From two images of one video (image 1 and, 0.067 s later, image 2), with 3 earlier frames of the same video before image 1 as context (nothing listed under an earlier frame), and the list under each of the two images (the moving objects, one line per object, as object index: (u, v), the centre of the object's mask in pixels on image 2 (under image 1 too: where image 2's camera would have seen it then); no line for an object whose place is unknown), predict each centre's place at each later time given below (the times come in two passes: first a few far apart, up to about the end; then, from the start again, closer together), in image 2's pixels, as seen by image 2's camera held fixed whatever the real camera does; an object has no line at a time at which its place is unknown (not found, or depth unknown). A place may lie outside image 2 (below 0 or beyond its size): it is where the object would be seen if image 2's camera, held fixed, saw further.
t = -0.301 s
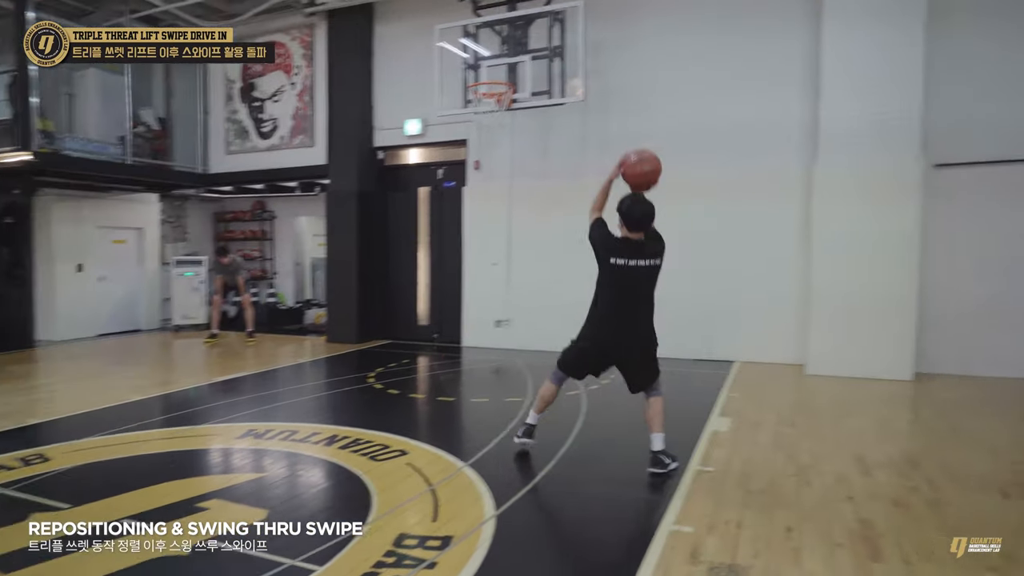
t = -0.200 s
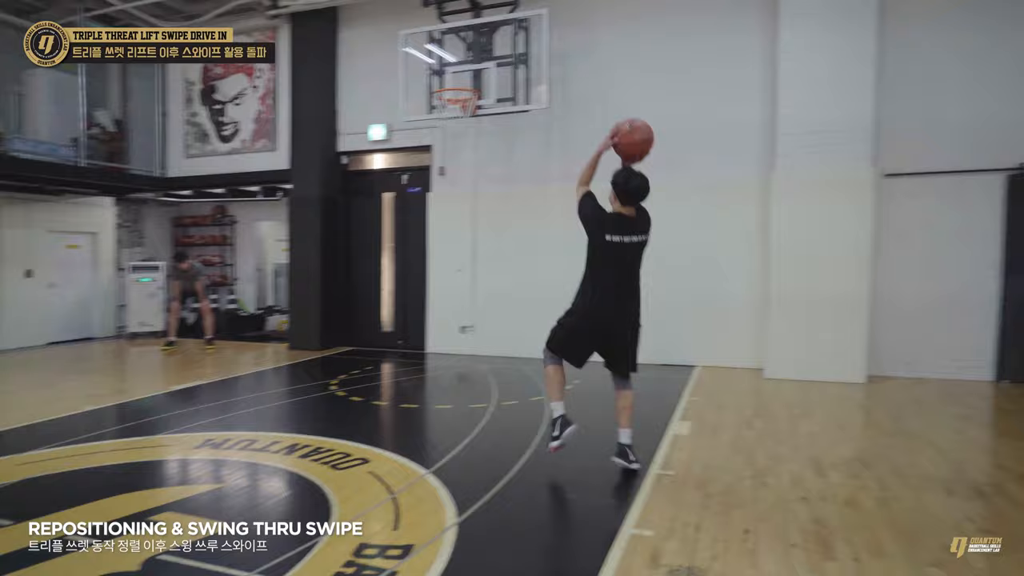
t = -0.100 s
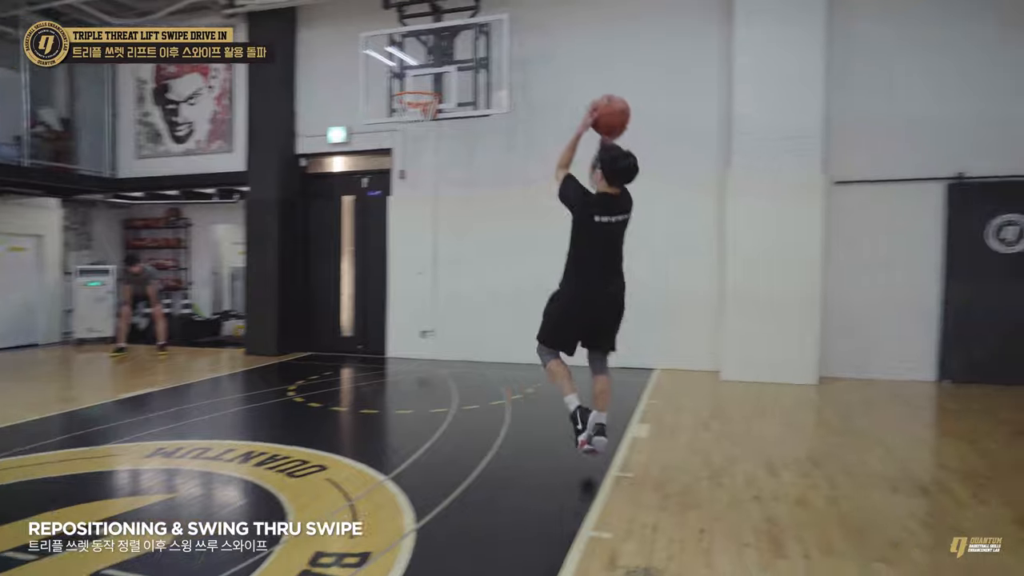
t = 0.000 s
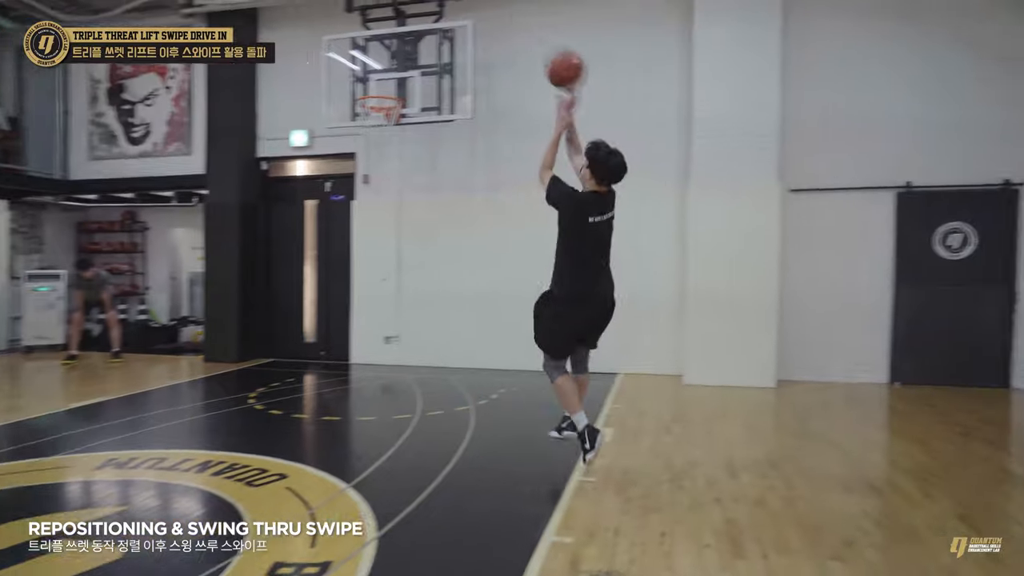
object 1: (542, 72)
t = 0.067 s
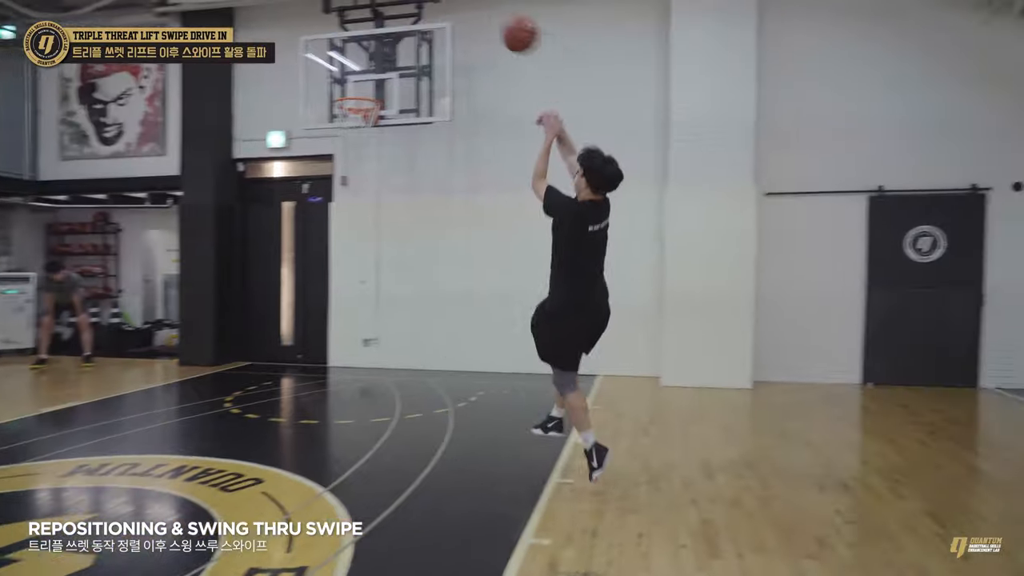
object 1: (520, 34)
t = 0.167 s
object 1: (490, 4)
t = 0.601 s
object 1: (394, 10)
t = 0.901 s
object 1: (354, 101)
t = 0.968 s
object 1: (350, 122)
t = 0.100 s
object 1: (510, 20)
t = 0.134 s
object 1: (499, 9)
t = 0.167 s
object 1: (490, 4)
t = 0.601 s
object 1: (394, 10)
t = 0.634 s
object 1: (389, 12)
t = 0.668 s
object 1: (384, 16)
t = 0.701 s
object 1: (380, 26)
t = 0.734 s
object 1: (375, 37)
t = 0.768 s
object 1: (370, 48)
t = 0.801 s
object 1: (366, 61)
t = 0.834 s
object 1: (362, 74)
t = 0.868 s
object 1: (358, 87)
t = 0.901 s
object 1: (354, 101)
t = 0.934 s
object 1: (351, 116)
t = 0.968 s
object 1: (350, 122)
